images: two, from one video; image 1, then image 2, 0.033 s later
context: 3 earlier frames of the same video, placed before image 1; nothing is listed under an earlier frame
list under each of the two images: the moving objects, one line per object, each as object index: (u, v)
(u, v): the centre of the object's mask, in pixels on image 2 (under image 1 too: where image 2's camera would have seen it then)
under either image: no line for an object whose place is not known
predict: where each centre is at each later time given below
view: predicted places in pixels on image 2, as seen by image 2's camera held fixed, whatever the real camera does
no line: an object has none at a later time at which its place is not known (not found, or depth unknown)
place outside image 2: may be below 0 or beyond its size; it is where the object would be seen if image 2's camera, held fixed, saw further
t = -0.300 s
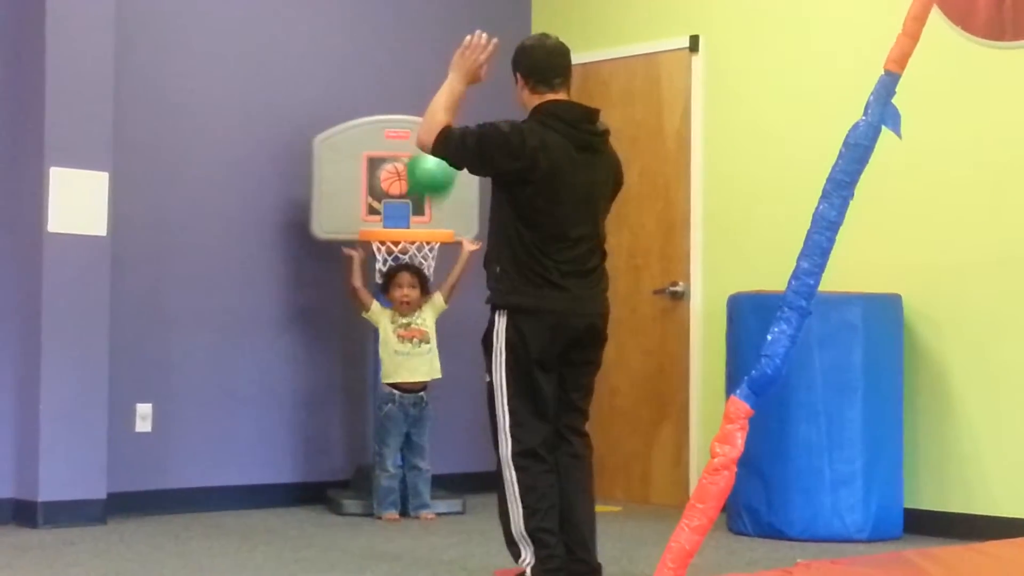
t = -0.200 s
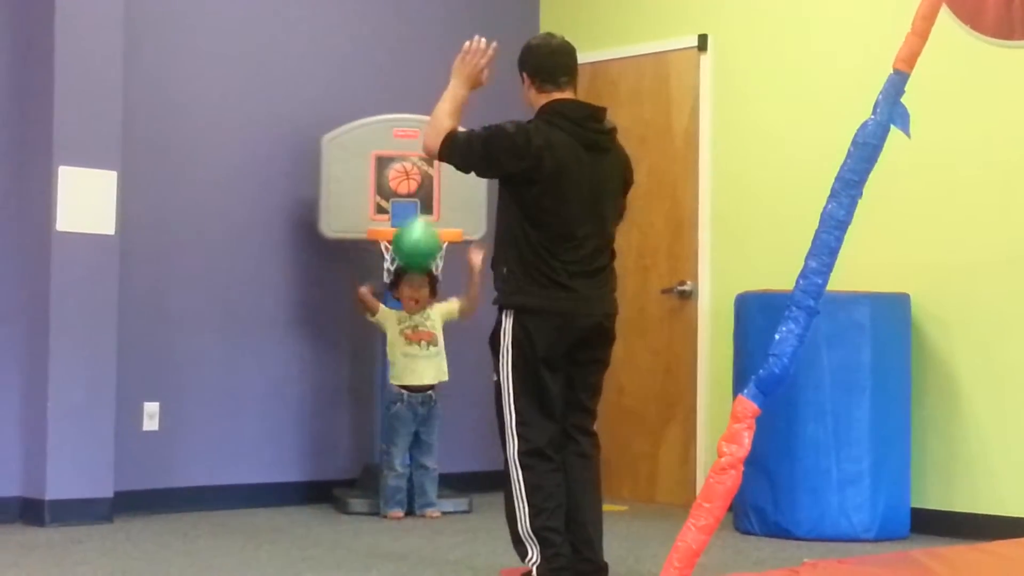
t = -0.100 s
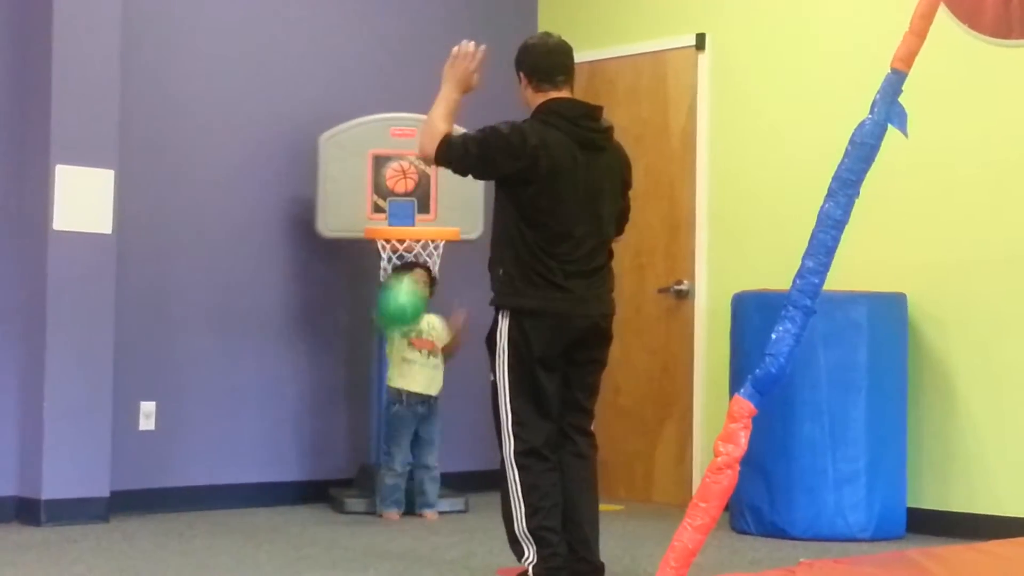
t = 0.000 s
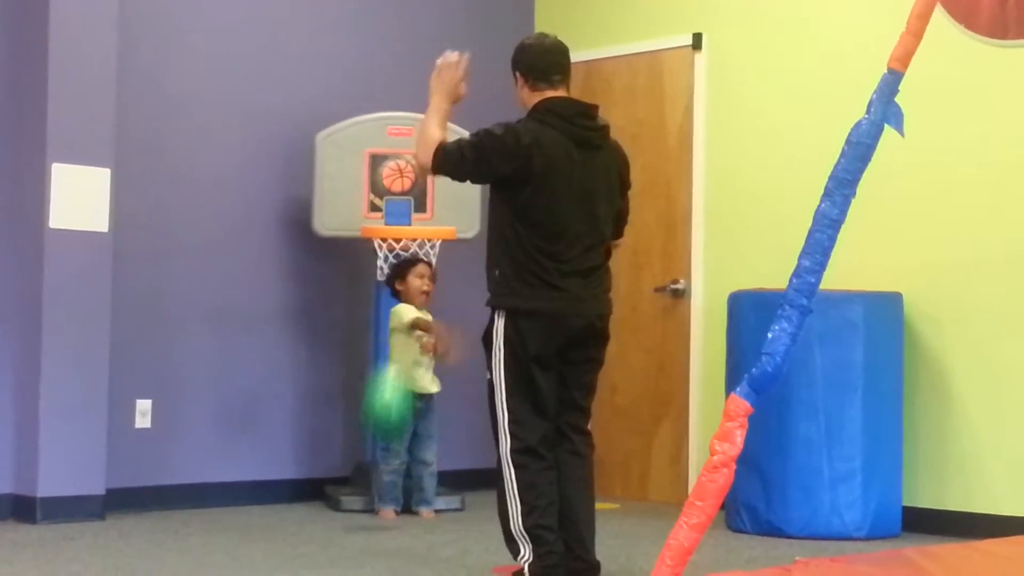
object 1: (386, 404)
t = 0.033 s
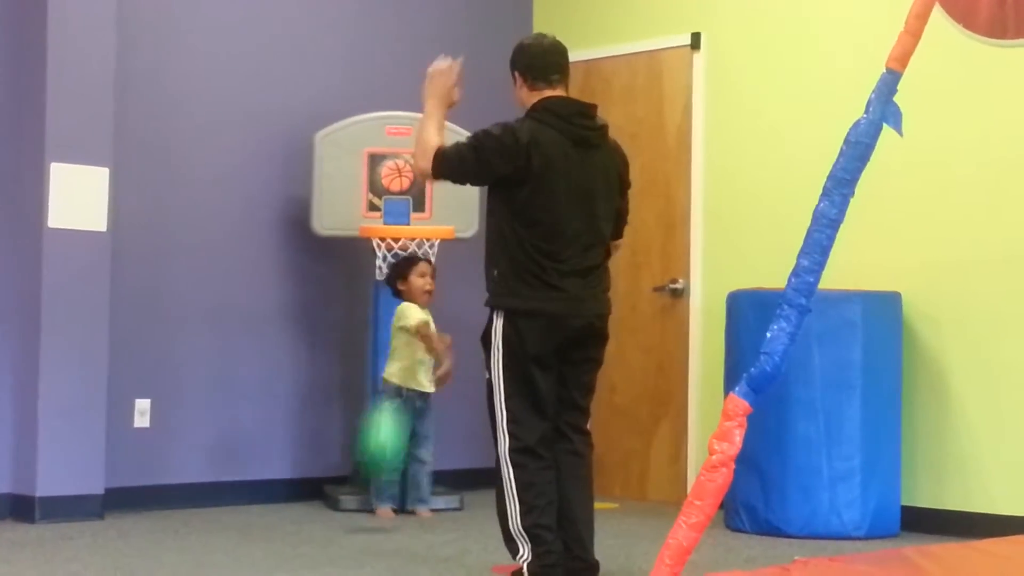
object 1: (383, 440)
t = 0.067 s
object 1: (379, 478)
